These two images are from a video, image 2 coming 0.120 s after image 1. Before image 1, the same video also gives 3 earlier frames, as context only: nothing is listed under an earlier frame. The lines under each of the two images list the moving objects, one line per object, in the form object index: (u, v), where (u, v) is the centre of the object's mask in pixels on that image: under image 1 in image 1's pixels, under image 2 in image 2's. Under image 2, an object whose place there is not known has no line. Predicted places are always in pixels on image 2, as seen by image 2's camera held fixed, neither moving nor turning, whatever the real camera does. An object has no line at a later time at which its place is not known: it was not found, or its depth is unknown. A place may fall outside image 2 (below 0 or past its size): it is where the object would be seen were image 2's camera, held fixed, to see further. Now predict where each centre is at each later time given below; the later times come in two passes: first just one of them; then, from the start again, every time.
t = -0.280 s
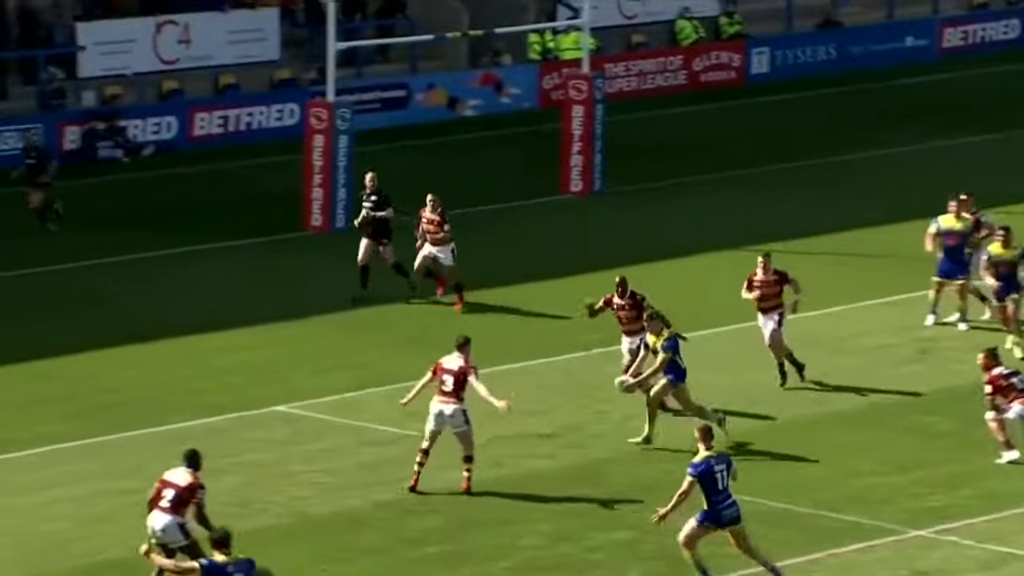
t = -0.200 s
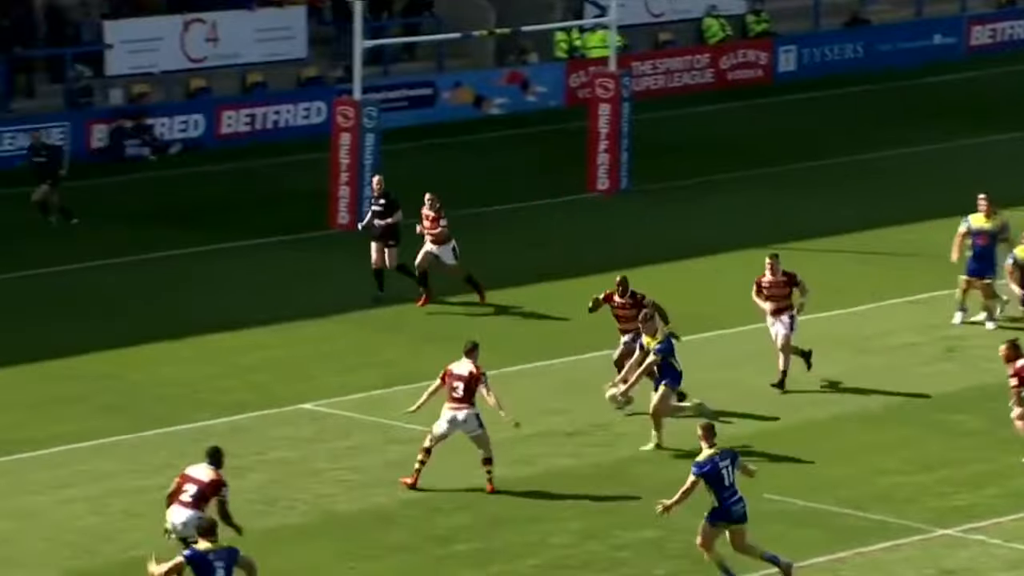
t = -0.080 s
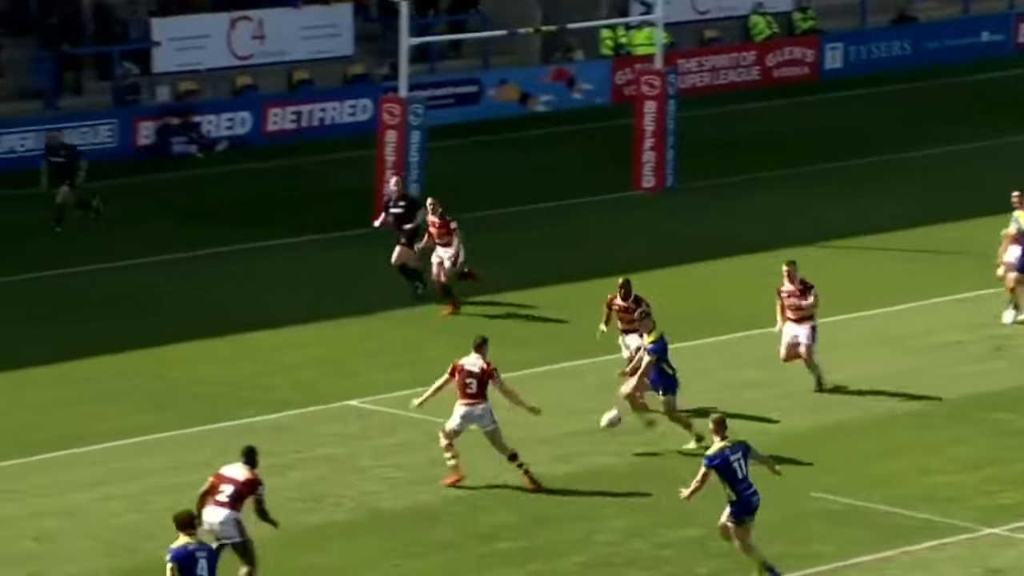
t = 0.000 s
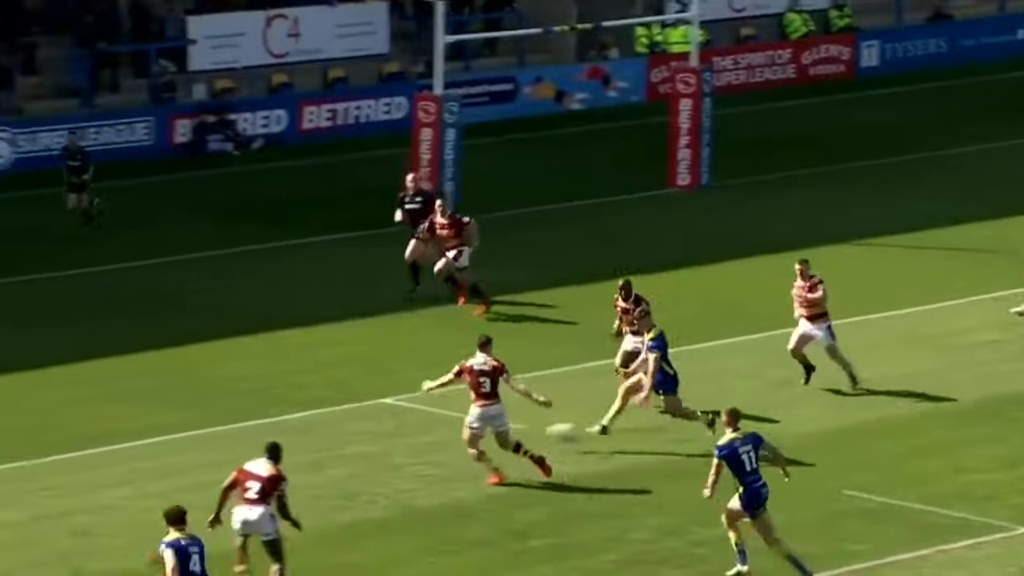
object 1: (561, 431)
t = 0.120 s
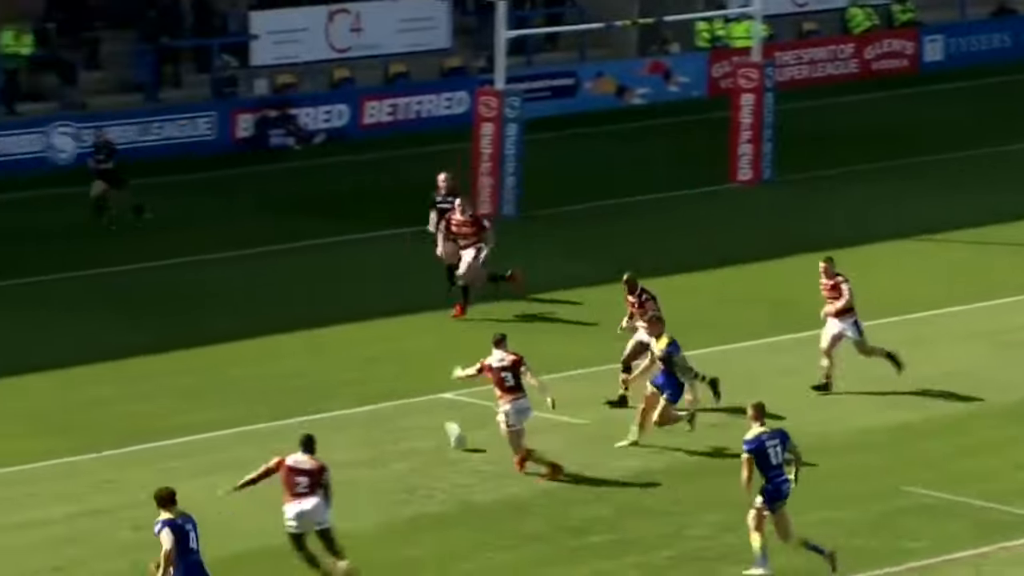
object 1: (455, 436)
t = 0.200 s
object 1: (387, 389)
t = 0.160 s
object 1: (421, 410)
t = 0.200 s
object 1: (387, 389)
